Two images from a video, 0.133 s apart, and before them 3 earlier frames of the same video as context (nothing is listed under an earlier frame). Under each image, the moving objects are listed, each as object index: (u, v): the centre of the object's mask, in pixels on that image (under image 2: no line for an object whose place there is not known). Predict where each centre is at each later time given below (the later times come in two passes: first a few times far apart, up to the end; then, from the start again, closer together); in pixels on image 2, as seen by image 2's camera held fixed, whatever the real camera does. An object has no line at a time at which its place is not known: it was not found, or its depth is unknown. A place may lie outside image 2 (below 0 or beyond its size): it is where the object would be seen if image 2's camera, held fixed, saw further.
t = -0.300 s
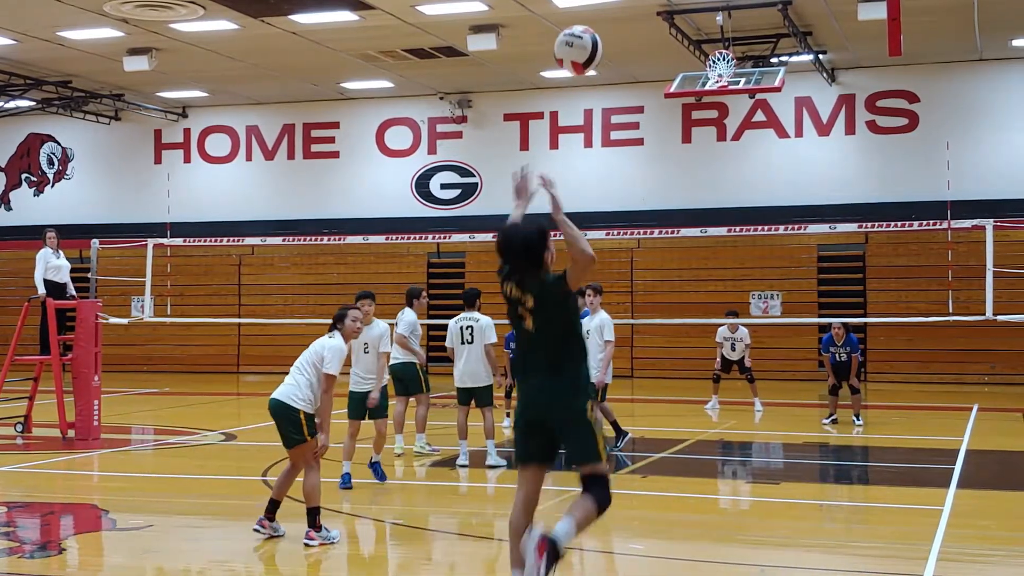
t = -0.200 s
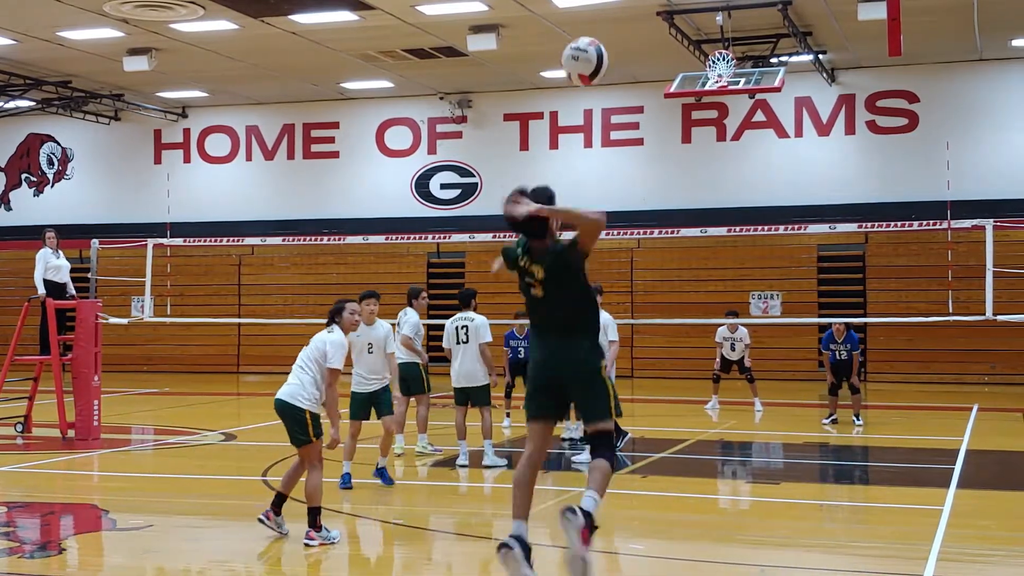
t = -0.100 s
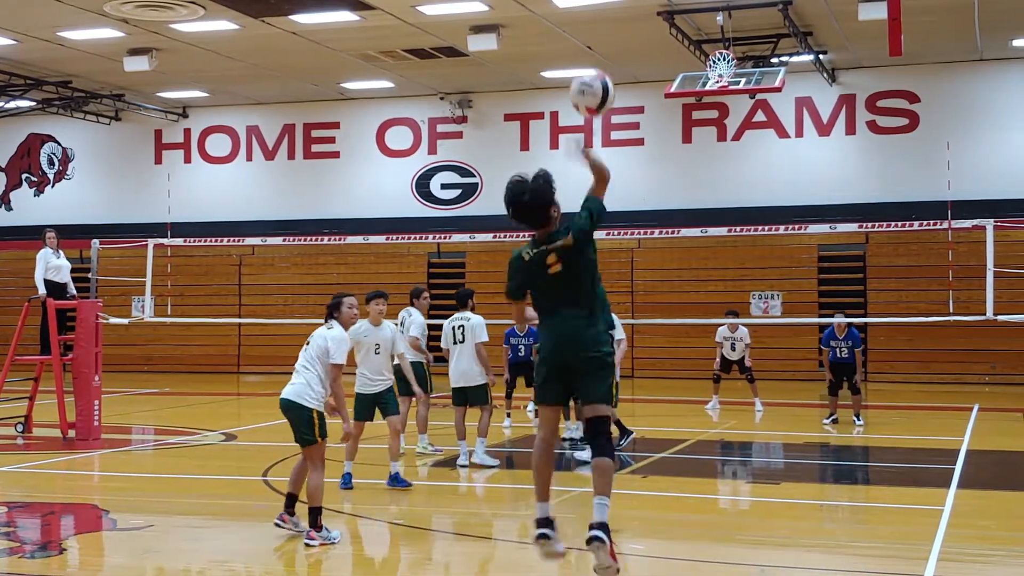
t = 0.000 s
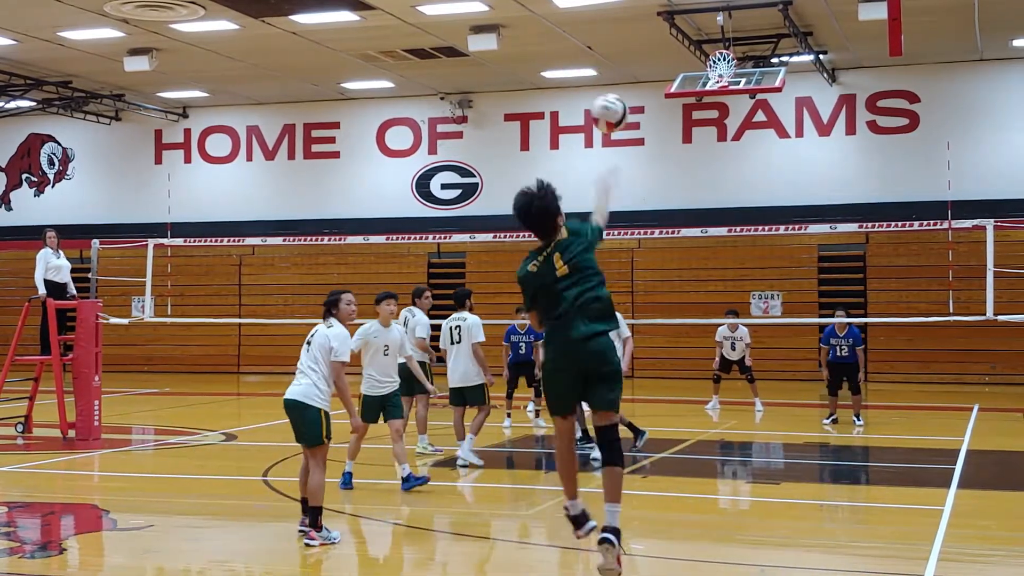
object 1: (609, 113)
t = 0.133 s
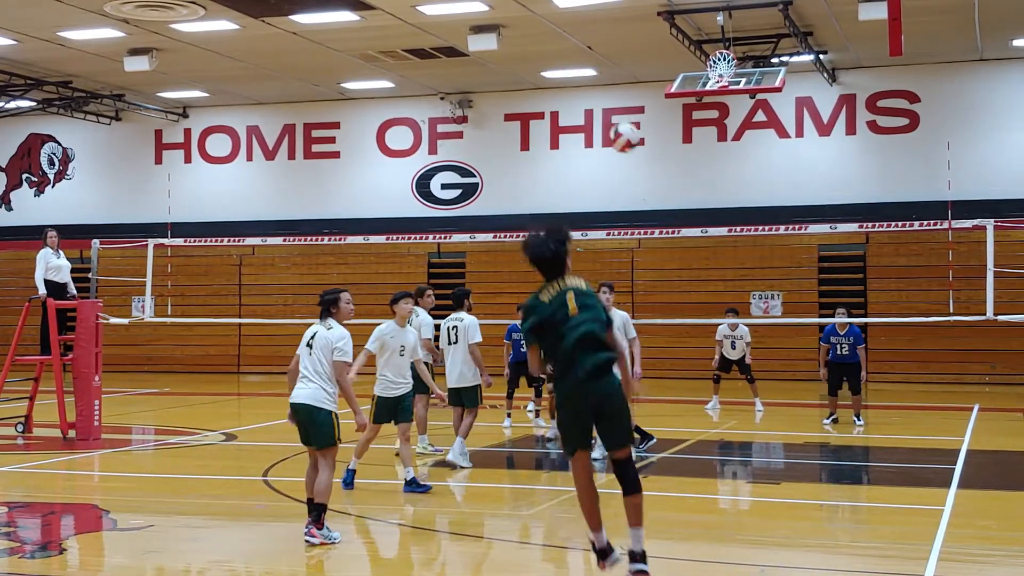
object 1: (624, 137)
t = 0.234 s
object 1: (627, 163)
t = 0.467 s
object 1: (635, 226)
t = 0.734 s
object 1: (642, 229)
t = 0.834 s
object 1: (645, 250)
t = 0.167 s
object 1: (626, 146)
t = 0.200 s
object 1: (627, 153)
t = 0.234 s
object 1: (627, 163)
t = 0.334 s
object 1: (631, 189)
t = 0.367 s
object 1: (632, 198)
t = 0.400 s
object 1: (632, 208)
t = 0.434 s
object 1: (634, 216)
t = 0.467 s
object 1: (635, 226)
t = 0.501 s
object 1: (636, 224)
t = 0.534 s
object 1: (637, 223)
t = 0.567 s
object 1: (638, 221)
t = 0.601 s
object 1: (639, 221)
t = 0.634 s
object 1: (640, 220)
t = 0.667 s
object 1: (640, 225)
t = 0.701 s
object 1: (641, 228)
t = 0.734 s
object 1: (642, 229)
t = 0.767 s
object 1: (643, 238)
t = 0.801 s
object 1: (644, 245)
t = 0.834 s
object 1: (645, 250)
